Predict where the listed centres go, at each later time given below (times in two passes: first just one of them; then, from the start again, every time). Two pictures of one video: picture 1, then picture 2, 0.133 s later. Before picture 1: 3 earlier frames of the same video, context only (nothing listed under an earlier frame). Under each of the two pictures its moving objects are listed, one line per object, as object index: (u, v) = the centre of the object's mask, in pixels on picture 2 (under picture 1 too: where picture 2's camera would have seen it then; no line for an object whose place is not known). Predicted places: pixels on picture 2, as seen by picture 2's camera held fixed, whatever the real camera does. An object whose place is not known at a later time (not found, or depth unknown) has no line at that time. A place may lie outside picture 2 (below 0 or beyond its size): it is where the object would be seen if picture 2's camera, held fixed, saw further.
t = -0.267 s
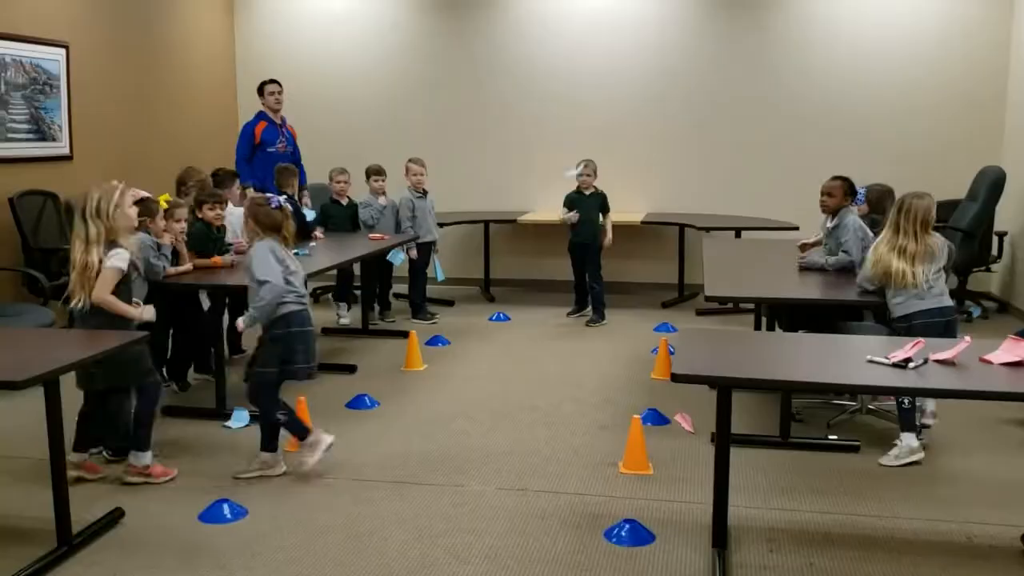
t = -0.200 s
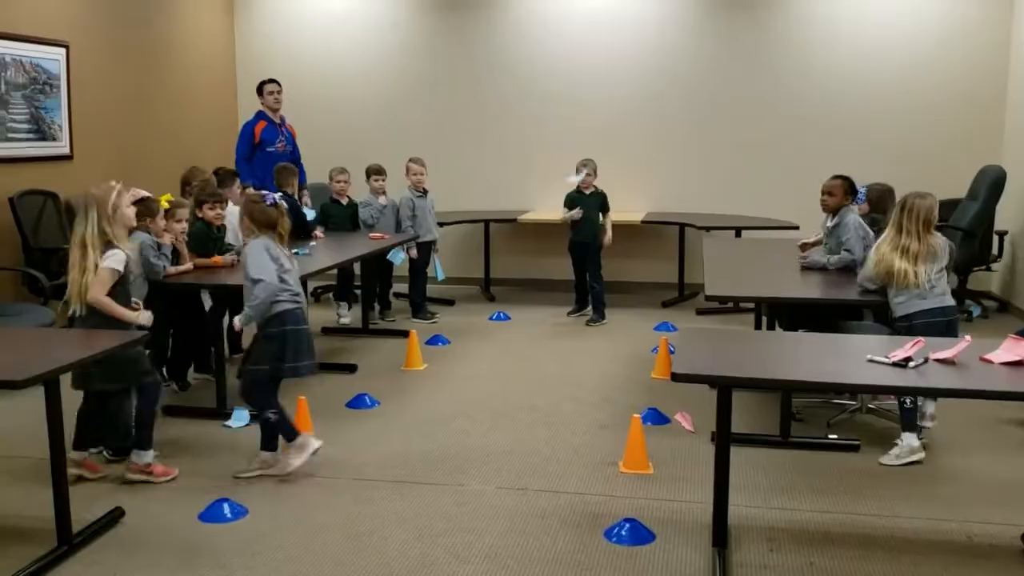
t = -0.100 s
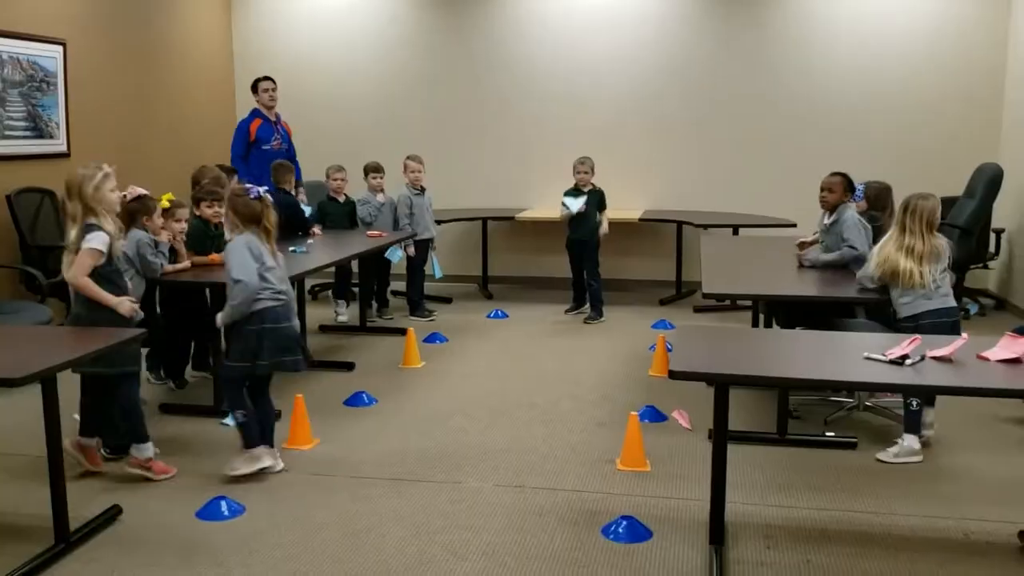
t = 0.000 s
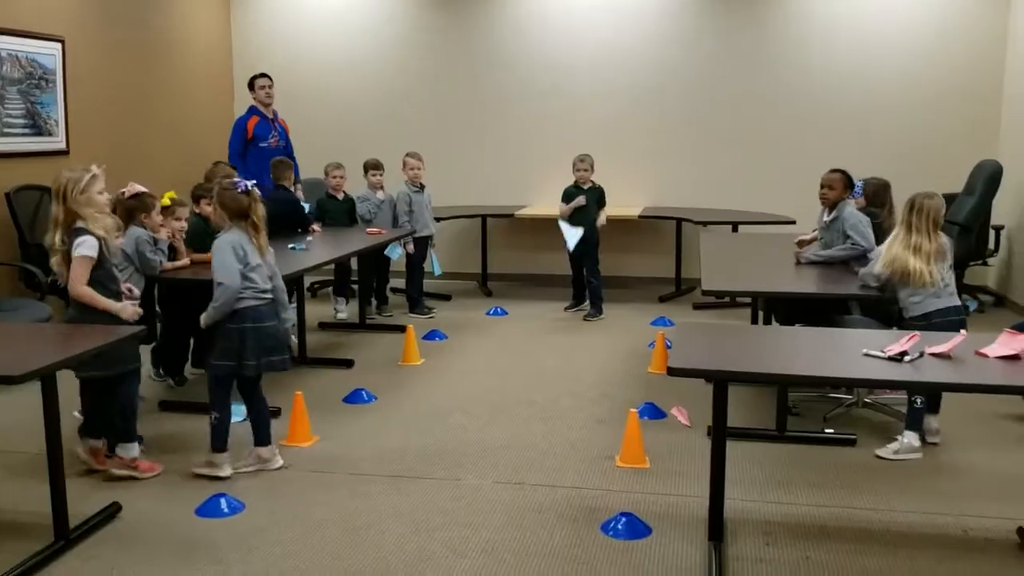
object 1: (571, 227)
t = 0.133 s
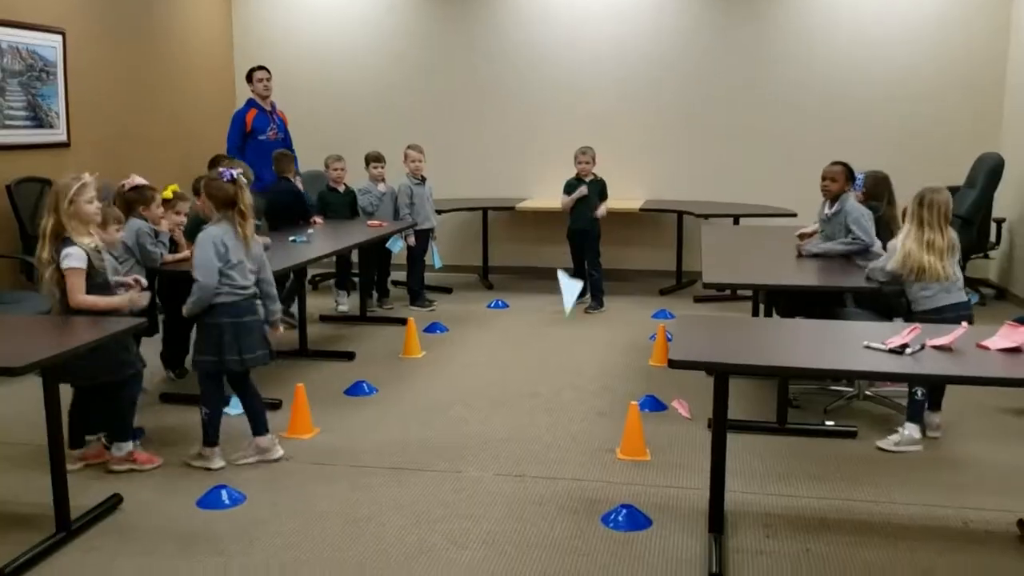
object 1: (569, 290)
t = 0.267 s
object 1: (569, 377)
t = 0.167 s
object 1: (569, 309)
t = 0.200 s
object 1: (570, 330)
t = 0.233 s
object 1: (570, 353)
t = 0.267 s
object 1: (569, 377)
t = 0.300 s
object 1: (568, 404)
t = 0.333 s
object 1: (566, 432)
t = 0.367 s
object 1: (563, 463)
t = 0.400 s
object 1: (557, 499)
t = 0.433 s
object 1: (550, 539)
